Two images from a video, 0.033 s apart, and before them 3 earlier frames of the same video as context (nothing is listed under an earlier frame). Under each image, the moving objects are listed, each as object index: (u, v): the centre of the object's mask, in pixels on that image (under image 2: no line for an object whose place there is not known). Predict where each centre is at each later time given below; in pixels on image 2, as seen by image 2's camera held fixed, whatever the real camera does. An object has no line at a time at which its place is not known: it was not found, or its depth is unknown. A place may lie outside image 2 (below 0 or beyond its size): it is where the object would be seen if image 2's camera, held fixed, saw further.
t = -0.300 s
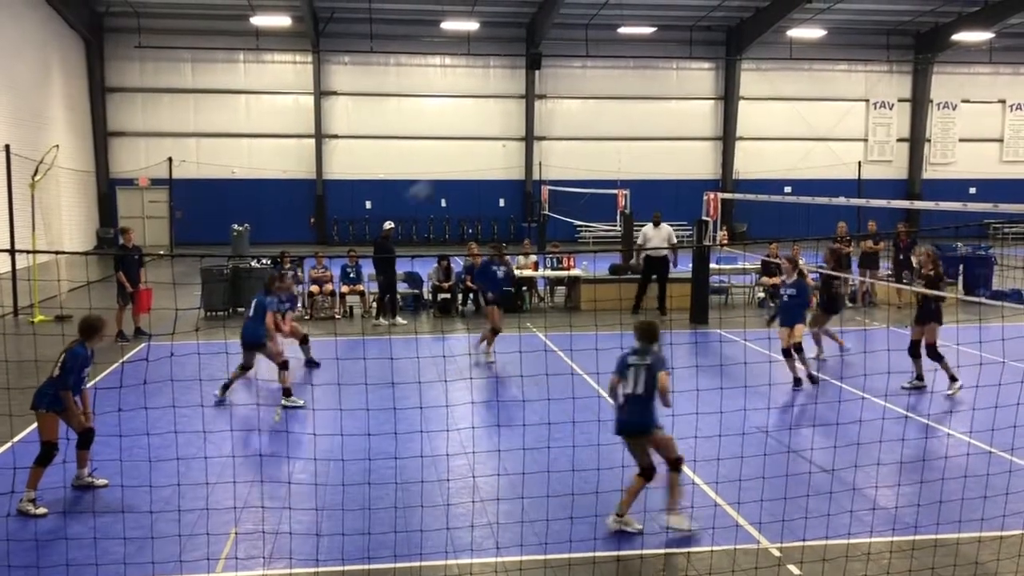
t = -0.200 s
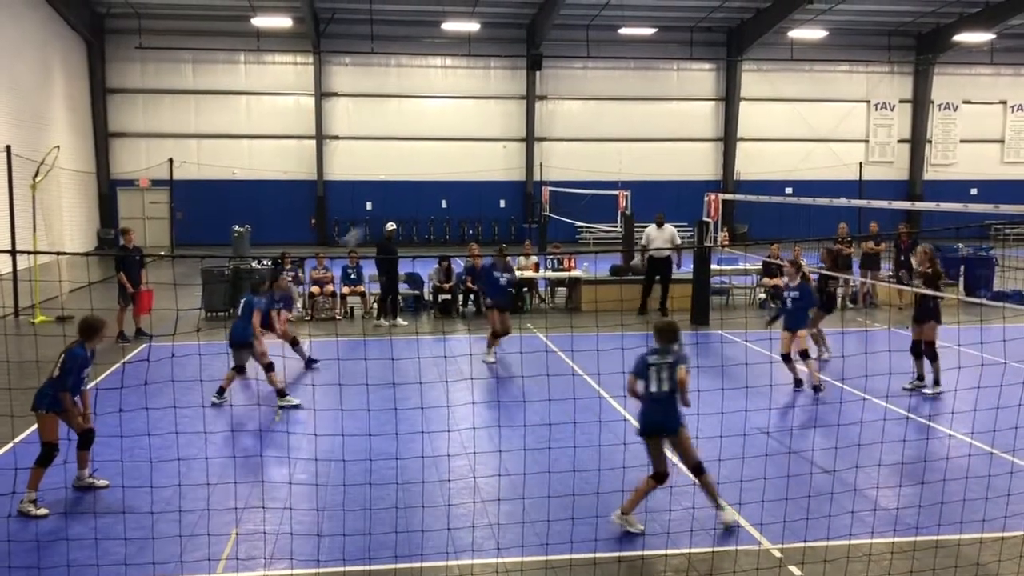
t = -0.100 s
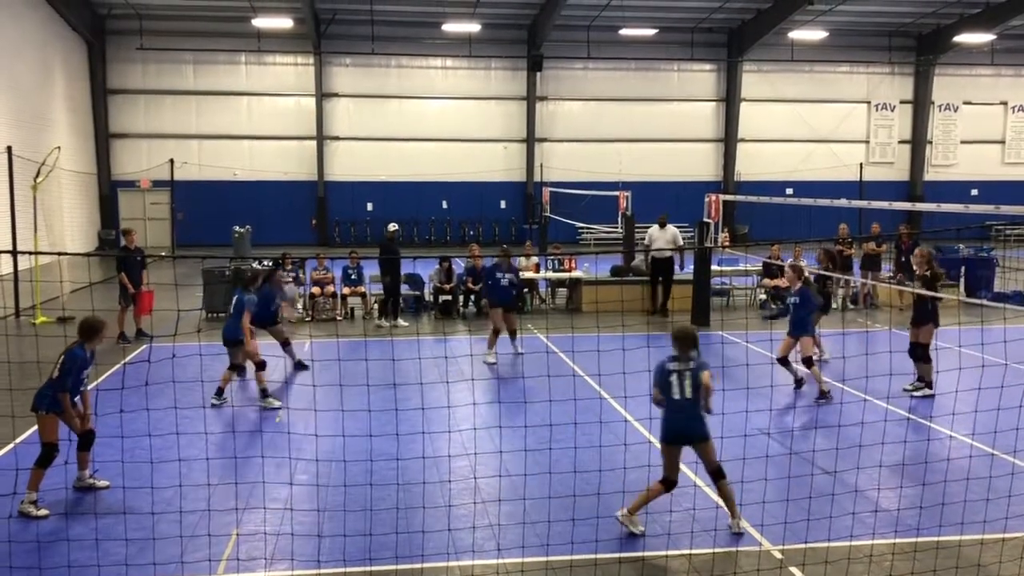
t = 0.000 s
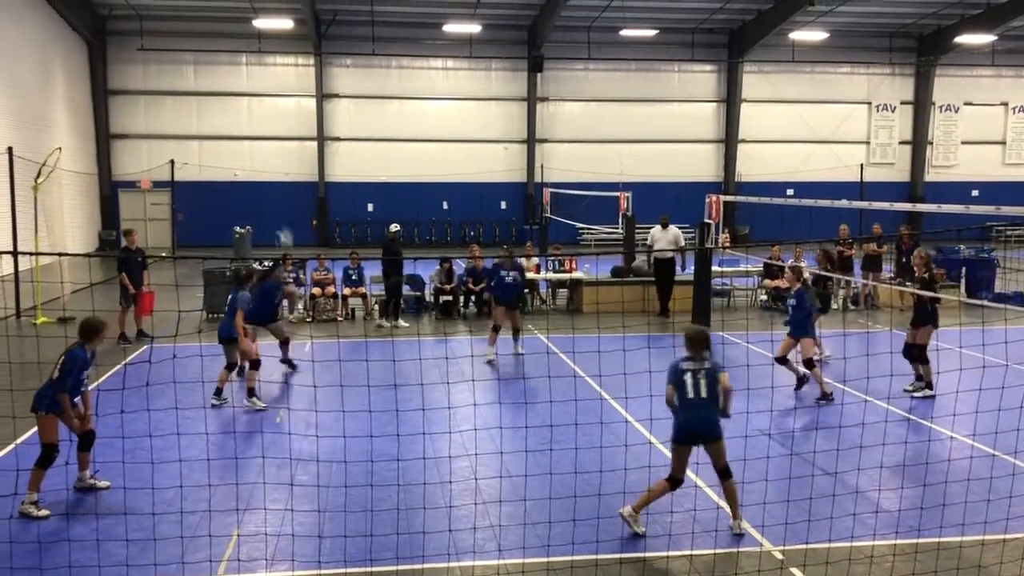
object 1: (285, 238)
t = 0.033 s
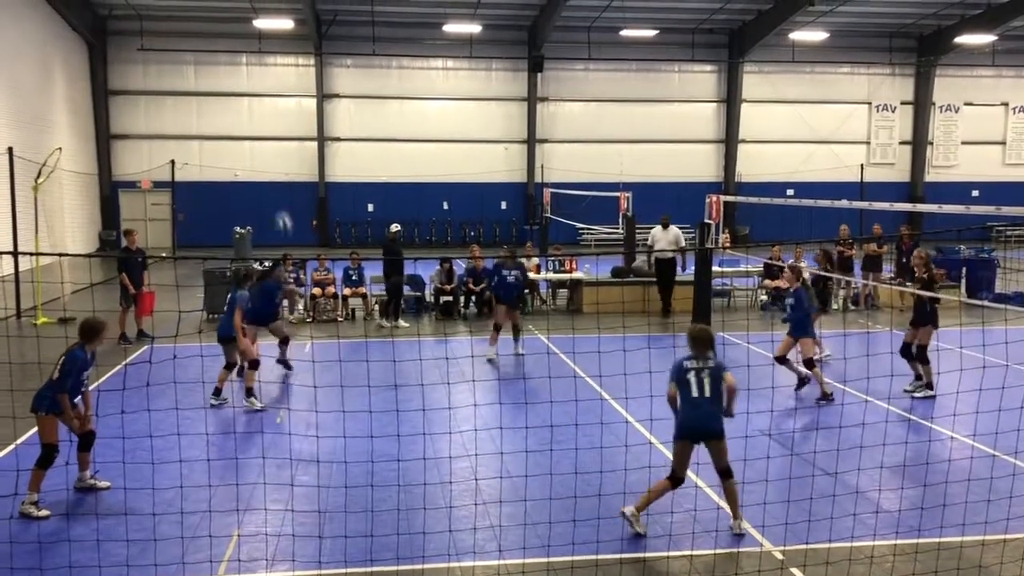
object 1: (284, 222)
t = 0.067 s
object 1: (282, 204)
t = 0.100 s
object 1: (281, 190)
